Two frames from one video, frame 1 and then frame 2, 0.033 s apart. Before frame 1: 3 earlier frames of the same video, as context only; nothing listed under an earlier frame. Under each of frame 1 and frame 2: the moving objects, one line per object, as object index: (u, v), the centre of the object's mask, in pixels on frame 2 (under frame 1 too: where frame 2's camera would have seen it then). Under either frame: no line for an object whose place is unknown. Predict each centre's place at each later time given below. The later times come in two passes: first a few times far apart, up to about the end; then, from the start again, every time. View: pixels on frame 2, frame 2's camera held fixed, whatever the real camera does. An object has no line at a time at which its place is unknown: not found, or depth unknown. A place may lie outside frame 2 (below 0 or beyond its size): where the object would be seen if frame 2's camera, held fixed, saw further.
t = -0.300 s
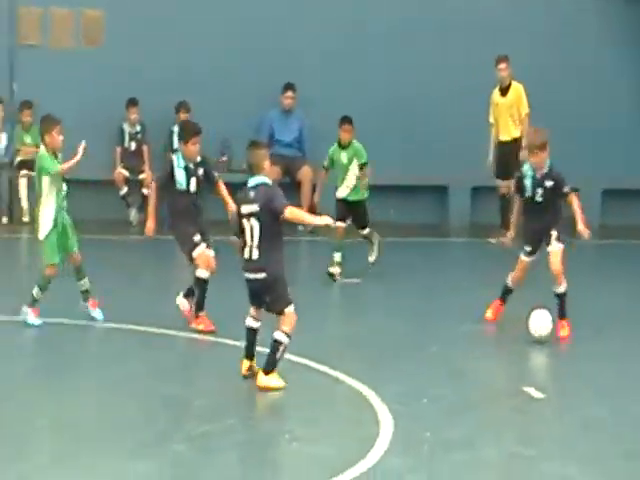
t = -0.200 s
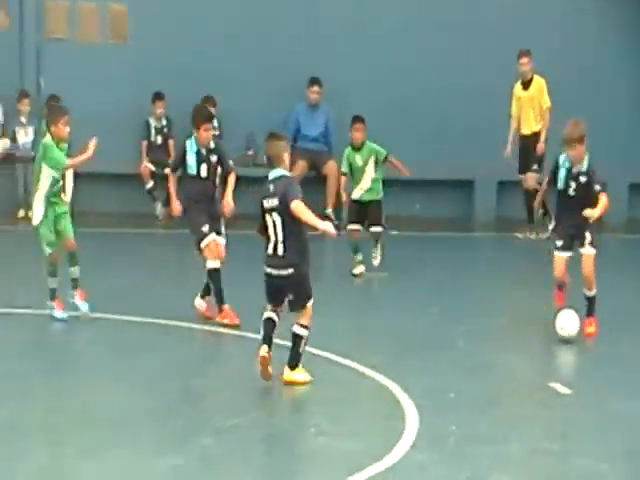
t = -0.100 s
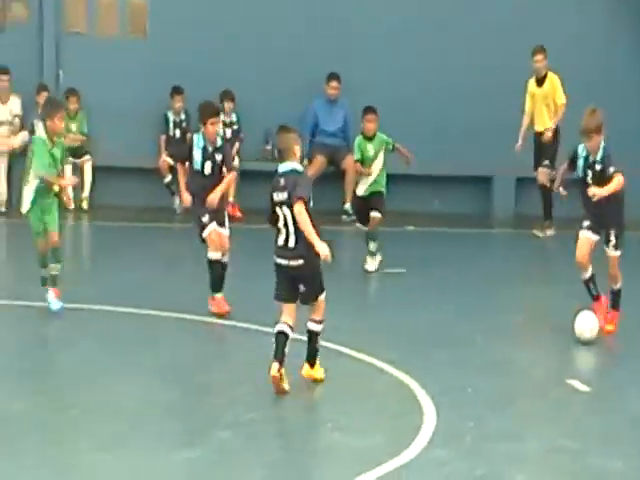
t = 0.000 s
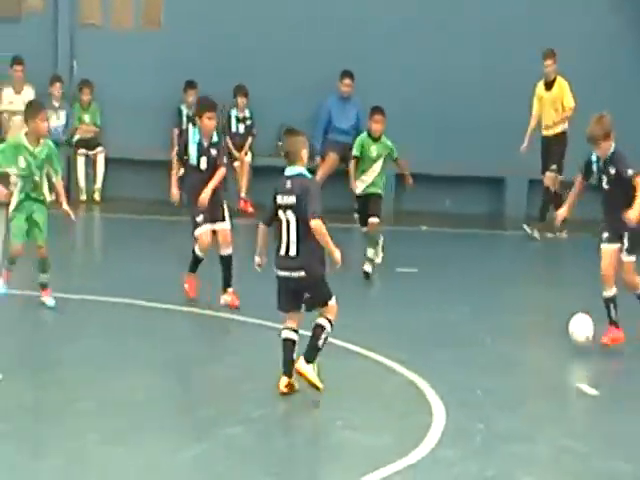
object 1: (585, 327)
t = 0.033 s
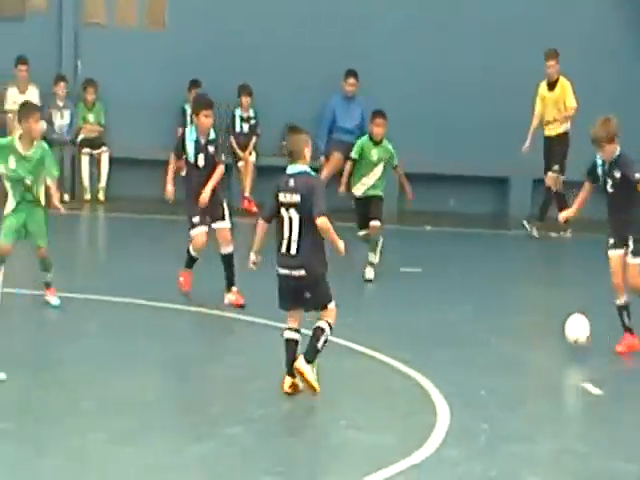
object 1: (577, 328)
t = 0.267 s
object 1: (523, 349)
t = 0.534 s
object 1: (483, 372)
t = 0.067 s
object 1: (568, 331)
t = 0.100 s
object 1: (559, 336)
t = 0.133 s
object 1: (549, 343)
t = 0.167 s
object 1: (541, 347)
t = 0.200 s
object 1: (535, 347)
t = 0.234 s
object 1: (529, 347)
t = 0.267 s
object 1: (523, 349)
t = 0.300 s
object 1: (517, 353)
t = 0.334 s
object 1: (512, 358)
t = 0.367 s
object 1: (507, 359)
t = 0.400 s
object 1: (502, 362)
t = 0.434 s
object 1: (497, 365)
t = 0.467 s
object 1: (492, 366)
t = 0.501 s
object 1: (487, 368)
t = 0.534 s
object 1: (483, 372)
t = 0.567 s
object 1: (479, 373)
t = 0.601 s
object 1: (473, 377)
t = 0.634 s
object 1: (467, 379)
